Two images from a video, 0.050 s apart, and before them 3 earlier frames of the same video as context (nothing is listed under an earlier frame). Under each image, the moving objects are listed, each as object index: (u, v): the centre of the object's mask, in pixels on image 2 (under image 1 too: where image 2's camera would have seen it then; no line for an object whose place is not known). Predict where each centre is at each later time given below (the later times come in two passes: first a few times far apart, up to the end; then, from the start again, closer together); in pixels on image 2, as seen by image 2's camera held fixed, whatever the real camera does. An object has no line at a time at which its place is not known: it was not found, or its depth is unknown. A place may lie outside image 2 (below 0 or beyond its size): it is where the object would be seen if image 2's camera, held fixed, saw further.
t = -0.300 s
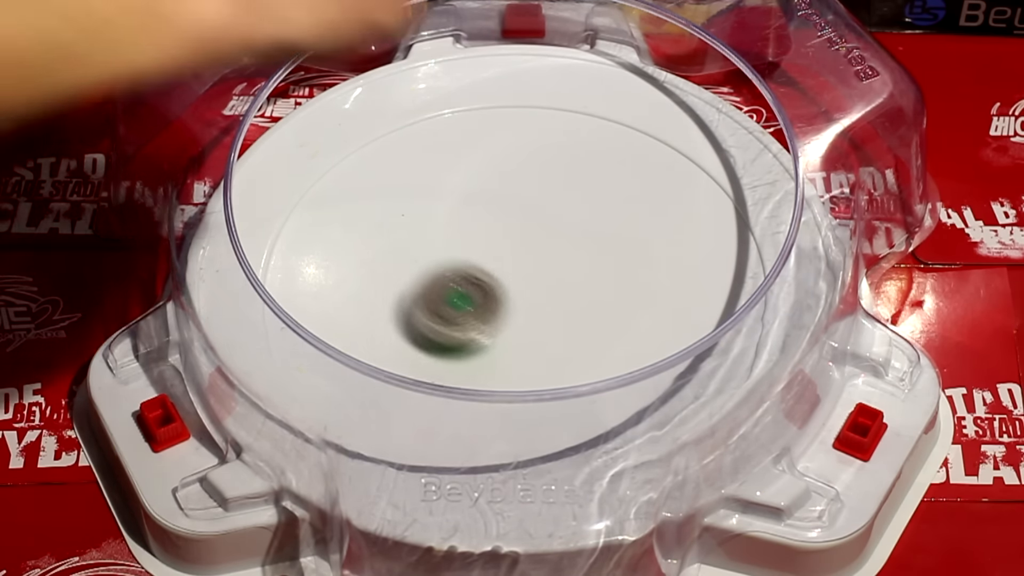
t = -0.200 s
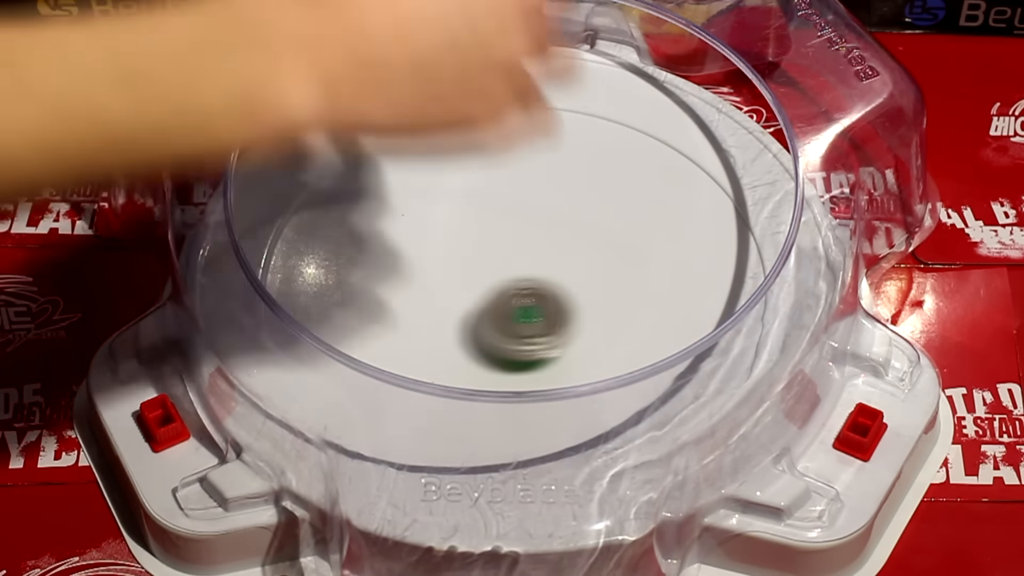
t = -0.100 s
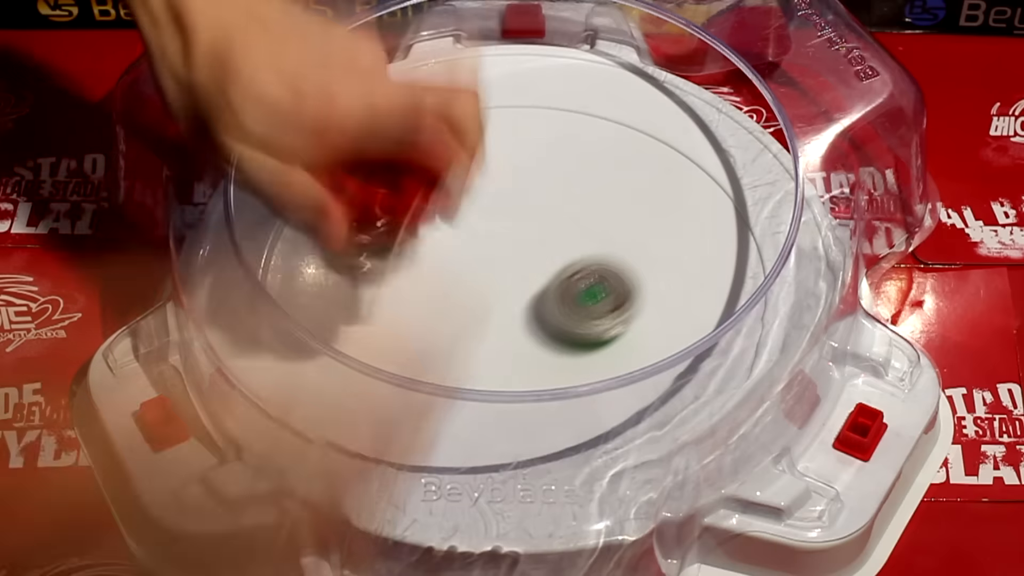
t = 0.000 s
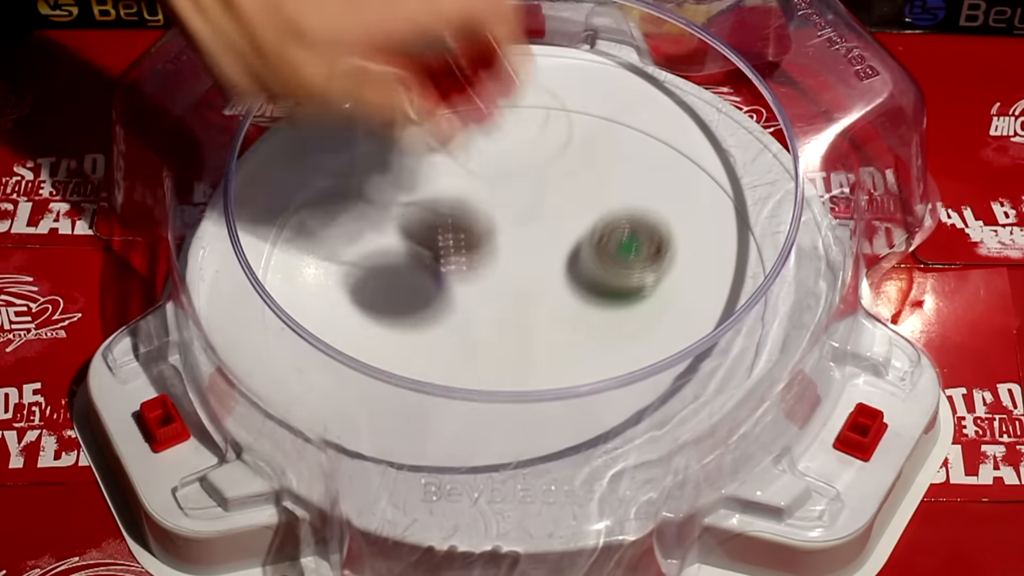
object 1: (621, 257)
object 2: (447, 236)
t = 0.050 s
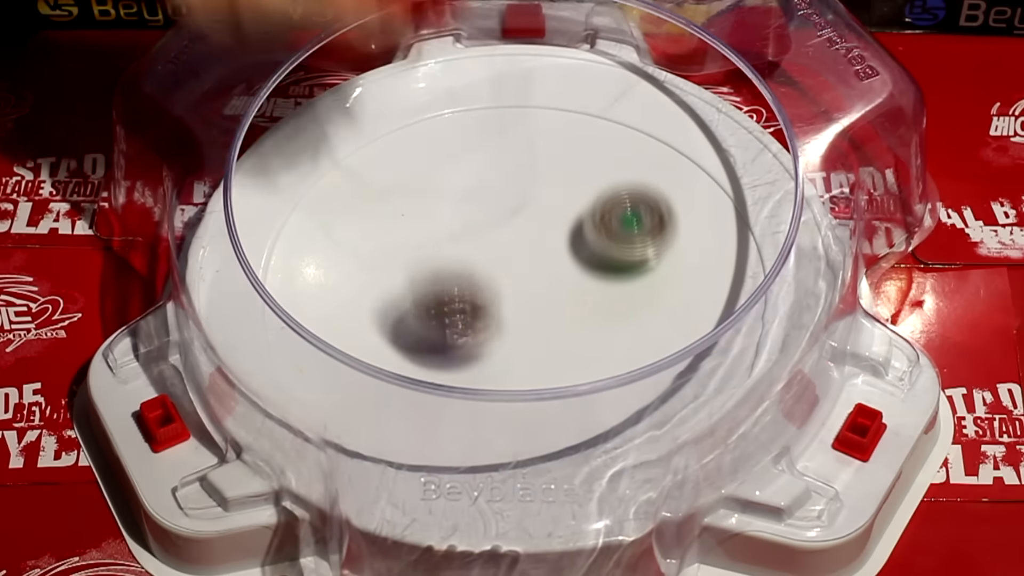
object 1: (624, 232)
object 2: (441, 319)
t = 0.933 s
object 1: (660, 314)
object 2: (467, 249)
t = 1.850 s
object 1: (584, 332)
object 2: (397, 213)
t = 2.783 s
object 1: (633, 260)
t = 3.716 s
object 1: (558, 302)
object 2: (549, 464)
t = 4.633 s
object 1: (492, 277)
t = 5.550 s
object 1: (511, 227)
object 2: (377, 425)
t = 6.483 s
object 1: (569, 218)
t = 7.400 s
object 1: (583, 282)
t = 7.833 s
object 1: (541, 303)
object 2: (727, 267)
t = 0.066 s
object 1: (623, 224)
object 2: (446, 325)
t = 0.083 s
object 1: (620, 216)
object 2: (450, 318)
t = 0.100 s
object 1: (616, 209)
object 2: (453, 312)
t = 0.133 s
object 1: (606, 197)
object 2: (463, 308)
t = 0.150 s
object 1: (599, 192)
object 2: (468, 310)
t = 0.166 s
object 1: (591, 187)
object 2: (476, 315)
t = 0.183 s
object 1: (583, 183)
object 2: (487, 319)
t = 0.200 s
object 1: (574, 180)
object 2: (493, 317)
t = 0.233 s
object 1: (555, 177)
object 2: (502, 310)
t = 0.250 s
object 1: (545, 177)
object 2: (506, 304)
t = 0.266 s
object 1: (536, 177)
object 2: (513, 300)
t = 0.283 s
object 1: (526, 177)
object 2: (518, 299)
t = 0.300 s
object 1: (517, 178)
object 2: (522, 294)
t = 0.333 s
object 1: (497, 184)
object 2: (531, 284)
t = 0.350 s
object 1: (488, 188)
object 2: (534, 282)
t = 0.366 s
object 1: (479, 193)
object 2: (538, 277)
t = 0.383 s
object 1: (469, 199)
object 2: (541, 273)
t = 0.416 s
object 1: (454, 214)
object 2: (545, 261)
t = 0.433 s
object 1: (448, 222)
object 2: (548, 258)
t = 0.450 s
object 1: (443, 230)
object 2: (550, 256)
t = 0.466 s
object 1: (439, 239)
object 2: (552, 252)
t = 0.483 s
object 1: (437, 248)
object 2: (553, 249)
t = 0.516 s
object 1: (436, 266)
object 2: (554, 243)
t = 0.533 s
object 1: (437, 276)
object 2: (554, 241)
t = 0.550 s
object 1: (439, 285)
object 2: (552, 236)
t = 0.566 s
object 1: (443, 294)
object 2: (551, 232)
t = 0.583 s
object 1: (448, 304)
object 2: (550, 232)
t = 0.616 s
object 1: (462, 321)
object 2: (548, 232)
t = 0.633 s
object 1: (470, 329)
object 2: (545, 230)
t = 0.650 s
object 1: (480, 336)
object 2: (544, 232)
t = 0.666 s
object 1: (490, 341)
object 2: (542, 233)
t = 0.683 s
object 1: (501, 346)
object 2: (539, 234)
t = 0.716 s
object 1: (523, 352)
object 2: (531, 234)
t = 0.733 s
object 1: (534, 353)
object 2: (528, 235)
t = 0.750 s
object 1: (546, 353)
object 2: (524, 238)
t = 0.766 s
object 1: (558, 353)
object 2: (517, 236)
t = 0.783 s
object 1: (570, 352)
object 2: (511, 233)
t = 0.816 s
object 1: (593, 348)
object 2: (500, 233)
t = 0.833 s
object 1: (604, 345)
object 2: (496, 237)
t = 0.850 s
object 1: (614, 341)
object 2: (493, 245)
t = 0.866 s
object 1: (625, 337)
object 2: (490, 255)
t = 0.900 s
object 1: (645, 326)
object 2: (479, 253)
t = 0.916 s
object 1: (654, 320)
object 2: (473, 250)
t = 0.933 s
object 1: (660, 314)
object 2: (467, 249)
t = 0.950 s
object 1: (666, 307)
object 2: (463, 251)
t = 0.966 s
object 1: (671, 300)
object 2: (460, 256)
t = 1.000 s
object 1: (675, 281)
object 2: (455, 274)
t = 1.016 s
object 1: (680, 272)
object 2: (455, 286)
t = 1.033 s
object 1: (680, 263)
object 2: (454, 289)
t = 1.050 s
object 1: (679, 255)
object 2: (453, 290)
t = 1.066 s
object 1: (677, 246)
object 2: (452, 293)
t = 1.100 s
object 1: (668, 231)
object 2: (452, 296)
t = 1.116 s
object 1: (664, 224)
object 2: (452, 296)
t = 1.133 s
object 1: (656, 217)
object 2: (452, 295)
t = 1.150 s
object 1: (649, 211)
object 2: (452, 293)
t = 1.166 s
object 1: (640, 205)
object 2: (453, 292)
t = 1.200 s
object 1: (622, 196)
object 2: (454, 288)
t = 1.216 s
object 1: (611, 192)
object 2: (455, 285)
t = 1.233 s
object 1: (600, 190)
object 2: (457, 283)
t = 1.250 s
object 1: (589, 188)
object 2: (458, 280)
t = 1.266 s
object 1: (575, 190)
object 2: (460, 275)
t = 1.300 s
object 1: (551, 191)
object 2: (463, 267)
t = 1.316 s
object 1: (540, 192)
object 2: (465, 262)
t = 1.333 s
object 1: (530, 193)
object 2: (464, 259)
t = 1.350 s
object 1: (525, 191)
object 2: (458, 261)
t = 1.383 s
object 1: (523, 183)
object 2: (443, 266)
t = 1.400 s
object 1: (520, 183)
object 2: (435, 268)
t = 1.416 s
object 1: (514, 189)
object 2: (428, 269)
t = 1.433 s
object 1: (509, 191)
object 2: (422, 272)
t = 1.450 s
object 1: (505, 194)
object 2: (417, 272)
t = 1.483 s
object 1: (497, 204)
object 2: (409, 274)
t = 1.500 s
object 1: (494, 210)
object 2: (405, 274)
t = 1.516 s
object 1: (491, 217)
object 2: (402, 274)
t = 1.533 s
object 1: (489, 223)
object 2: (400, 273)
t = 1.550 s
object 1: (488, 231)
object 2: (397, 273)
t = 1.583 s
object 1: (490, 247)
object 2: (390, 271)
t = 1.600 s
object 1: (492, 256)
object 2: (389, 269)
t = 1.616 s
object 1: (494, 265)
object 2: (388, 268)
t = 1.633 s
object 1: (497, 274)
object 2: (386, 265)
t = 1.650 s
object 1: (501, 282)
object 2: (385, 263)
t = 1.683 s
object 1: (511, 298)
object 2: (385, 256)
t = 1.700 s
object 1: (517, 306)
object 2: (386, 252)
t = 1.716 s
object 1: (524, 313)
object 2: (386, 248)
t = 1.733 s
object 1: (531, 318)
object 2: (387, 245)
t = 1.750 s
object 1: (539, 324)
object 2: (388, 240)
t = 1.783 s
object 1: (557, 327)
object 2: (391, 230)
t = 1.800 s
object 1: (564, 330)
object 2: (392, 226)
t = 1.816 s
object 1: (571, 332)
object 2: (394, 221)
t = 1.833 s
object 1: (578, 332)
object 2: (395, 217)
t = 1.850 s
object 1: (584, 332)
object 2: (397, 213)
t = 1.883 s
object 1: (597, 330)
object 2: (401, 205)
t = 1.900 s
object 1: (603, 327)
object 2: (403, 203)
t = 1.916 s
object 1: (609, 324)
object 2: (405, 200)
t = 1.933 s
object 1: (613, 319)
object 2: (407, 196)
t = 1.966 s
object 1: (621, 310)
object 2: (411, 193)
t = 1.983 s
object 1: (624, 305)
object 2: (413, 191)
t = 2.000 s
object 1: (626, 300)
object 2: (415, 190)
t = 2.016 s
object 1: (627, 294)
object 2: (417, 189)
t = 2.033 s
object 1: (628, 288)
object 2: (419, 189)
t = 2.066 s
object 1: (628, 275)
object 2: (423, 189)
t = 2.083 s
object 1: (627, 268)
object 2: (425, 190)
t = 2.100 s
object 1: (626, 262)
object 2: (427, 191)
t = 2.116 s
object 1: (624, 256)
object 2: (429, 192)
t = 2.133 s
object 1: (621, 250)
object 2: (432, 193)
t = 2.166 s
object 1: (612, 239)
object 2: (436, 196)
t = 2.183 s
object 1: (605, 234)
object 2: (439, 197)
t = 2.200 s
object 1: (599, 230)
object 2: (441, 199)
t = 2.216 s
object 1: (591, 227)
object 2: (444, 200)
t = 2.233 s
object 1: (582, 225)
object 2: (446, 202)
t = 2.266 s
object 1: (561, 226)
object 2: (451, 205)
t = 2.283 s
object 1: (554, 228)
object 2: (452, 205)
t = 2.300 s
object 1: (557, 233)
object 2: (443, 201)
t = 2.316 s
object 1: (563, 241)
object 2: (431, 196)
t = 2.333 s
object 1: (569, 248)
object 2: (420, 188)
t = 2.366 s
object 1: (578, 262)
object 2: (398, 175)
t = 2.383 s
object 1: (585, 266)
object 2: (387, 170)
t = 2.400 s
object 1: (589, 271)
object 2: (376, 165)
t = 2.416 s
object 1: (593, 276)
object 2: (366, 163)
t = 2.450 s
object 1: (599, 283)
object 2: (346, 165)
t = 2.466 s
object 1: (603, 285)
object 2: (339, 168)
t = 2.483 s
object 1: (606, 287)
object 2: (332, 174)
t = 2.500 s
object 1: (610, 288)
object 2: (327, 181)
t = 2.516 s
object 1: (614, 288)
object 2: (323, 191)
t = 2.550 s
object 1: (621, 289)
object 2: (319, 216)
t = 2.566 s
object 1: (624, 288)
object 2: (321, 232)
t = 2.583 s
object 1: (628, 288)
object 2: (329, 247)
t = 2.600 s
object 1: (631, 286)
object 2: (338, 264)
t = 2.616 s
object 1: (634, 285)
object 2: (349, 280)
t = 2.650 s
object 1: (639, 281)
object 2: (381, 309)
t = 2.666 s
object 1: (640, 279)
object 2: (400, 322)
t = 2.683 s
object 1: (642, 276)
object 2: (421, 333)
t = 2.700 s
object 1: (642, 273)
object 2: (442, 342)
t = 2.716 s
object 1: (642, 270)
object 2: (466, 349)
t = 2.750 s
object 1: (639, 264)
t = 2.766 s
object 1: (636, 263)
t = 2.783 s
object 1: (633, 260)
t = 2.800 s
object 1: (629, 258)
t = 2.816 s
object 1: (624, 257)
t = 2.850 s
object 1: (613, 258)
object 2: (667, 367)
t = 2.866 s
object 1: (608, 258)
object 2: (691, 361)
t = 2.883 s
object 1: (602, 259)
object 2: (709, 354)
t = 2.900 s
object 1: (594, 263)
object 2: (727, 348)
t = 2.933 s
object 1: (581, 269)
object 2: (751, 330)
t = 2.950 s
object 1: (576, 272)
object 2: (754, 316)
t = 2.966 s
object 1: (569, 277)
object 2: (756, 305)
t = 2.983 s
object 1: (564, 281)
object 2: (759, 295)
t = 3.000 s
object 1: (559, 286)
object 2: (755, 286)
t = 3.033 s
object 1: (549, 296)
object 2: (729, 265)
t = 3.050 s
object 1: (545, 302)
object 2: (722, 257)
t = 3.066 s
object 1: (542, 307)
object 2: (710, 248)
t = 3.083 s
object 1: (539, 313)
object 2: (699, 238)
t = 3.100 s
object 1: (537, 319)
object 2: (684, 225)
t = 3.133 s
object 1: (534, 330)
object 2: (652, 204)
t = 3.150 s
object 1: (534, 336)
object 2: (636, 194)
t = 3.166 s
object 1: (534, 341)
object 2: (619, 182)
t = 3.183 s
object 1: (540, 343)
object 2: (602, 170)
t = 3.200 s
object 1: (541, 346)
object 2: (586, 160)
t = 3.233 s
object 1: (547, 352)
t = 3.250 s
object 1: (550, 354)
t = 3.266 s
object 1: (554, 356)
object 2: (521, 115)
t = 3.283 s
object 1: (557, 358)
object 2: (505, 106)
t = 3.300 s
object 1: (561, 359)
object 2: (488, 99)
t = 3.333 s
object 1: (571, 368)
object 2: (455, 104)
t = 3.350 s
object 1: (577, 359)
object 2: (440, 113)
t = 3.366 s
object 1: (583, 358)
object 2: (423, 126)
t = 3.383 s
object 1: (587, 357)
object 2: (408, 140)
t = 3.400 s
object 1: (593, 355)
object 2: (394, 155)
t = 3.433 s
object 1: (600, 352)
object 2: (374, 189)
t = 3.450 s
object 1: (603, 350)
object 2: (367, 210)
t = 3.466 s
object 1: (606, 348)
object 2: (363, 231)
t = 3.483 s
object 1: (612, 343)
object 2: (361, 251)
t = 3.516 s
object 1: (615, 337)
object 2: (365, 294)
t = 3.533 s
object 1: (615, 334)
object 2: (371, 313)
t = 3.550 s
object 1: (614, 331)
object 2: (380, 327)
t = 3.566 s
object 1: (612, 327)
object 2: (387, 353)
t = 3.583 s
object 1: (610, 320)
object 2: (398, 371)
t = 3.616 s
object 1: (601, 314)
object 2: (428, 402)
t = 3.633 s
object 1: (595, 311)
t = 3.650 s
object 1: (589, 309)
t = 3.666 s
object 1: (582, 307)
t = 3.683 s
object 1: (575, 304)
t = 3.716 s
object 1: (558, 302)
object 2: (549, 464)
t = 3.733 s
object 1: (550, 301)
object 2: (567, 465)
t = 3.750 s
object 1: (542, 301)
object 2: (587, 466)
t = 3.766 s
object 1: (531, 303)
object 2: (617, 463)
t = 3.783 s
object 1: (522, 303)
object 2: (627, 464)
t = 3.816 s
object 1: (507, 305)
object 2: (671, 453)
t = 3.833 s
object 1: (499, 307)
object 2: (687, 440)
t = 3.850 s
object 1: (492, 308)
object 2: (696, 427)
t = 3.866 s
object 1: (485, 311)
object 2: (708, 412)
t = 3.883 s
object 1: (478, 313)
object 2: (727, 389)
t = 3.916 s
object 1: (466, 320)
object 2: (749, 363)
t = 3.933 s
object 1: (460, 324)
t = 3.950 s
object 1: (455, 328)
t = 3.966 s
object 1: (451, 331)
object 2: (789, 307)
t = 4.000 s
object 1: (444, 340)
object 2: (804, 264)
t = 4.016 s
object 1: (441, 343)
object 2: (801, 242)
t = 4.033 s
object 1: (441, 346)
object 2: (789, 221)
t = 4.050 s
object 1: (441, 349)
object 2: (786, 199)
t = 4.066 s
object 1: (442, 351)
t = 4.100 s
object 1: (446, 356)
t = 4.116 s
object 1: (446, 367)
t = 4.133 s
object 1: (449, 371)
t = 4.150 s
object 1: (452, 376)
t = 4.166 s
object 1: (456, 379)
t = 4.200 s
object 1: (468, 384)
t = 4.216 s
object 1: (475, 386)
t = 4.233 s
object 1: (483, 387)
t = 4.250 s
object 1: (490, 387)
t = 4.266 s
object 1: (496, 386)
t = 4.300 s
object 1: (509, 381)
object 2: (491, 143)
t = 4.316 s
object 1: (515, 377)
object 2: (465, 155)
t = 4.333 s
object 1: (521, 372)
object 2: (439, 171)
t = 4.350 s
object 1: (526, 361)
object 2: (416, 183)
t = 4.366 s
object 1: (529, 358)
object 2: (391, 201)
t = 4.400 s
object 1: (533, 352)
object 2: (351, 236)
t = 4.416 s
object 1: (534, 347)
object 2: (333, 251)
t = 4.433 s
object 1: (534, 342)
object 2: (315, 271)
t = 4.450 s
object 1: (534, 336)
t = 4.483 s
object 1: (531, 323)
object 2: (279, 331)
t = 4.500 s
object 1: (528, 317)
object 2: (275, 343)
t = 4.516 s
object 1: (525, 310)
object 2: (275, 357)
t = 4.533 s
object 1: (521, 305)
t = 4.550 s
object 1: (518, 299)
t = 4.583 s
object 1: (509, 289)
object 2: (304, 423)
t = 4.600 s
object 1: (503, 285)
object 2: (334, 434)
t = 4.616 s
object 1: (497, 281)
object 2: (359, 445)
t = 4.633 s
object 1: (492, 277)
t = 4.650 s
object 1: (488, 274)
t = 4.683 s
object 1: (477, 269)
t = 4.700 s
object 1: (471, 267)
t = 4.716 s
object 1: (465, 265)
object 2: (530, 488)
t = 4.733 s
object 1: (459, 263)
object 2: (557, 489)
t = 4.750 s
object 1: (453, 262)
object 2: (589, 491)
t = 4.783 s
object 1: (438, 260)
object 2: (634, 473)
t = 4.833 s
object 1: (420, 261)
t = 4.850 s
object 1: (415, 262)
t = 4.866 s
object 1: (411, 264)
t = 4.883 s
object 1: (406, 266)
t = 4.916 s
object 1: (399, 271)
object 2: (672, 321)
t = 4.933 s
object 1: (396, 274)
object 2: (672, 303)
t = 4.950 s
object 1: (394, 278)
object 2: (668, 283)
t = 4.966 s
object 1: (393, 281)
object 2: (664, 261)
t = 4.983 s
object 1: (392, 286)
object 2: (658, 242)
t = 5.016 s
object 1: (391, 295)
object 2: (640, 206)
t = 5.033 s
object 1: (392, 299)
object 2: (628, 188)
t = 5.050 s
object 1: (394, 303)
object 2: (615, 172)
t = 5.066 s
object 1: (398, 307)
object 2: (604, 157)
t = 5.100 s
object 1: (407, 315)
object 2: (574, 130)
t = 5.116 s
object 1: (413, 318)
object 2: (558, 119)
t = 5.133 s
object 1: (419, 319)
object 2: (541, 109)
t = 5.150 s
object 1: (425, 321)
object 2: (526, 103)
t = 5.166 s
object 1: (431, 321)
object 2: (510, 98)
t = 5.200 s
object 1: (445, 320)
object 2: (473, 88)
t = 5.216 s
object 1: (452, 318)
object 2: (456, 91)
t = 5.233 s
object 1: (459, 316)
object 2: (441, 100)
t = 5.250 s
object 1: (466, 314)
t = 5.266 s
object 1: (473, 311)
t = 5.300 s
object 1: (485, 304)
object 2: (374, 149)
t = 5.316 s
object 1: (491, 300)
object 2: (357, 166)
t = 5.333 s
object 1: (496, 296)
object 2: (340, 181)
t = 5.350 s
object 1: (500, 291)
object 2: (324, 198)
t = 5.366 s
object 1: (504, 286)
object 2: (312, 217)
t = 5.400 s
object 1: (514, 272)
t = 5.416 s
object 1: (515, 268)
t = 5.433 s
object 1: (516, 263)
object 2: (273, 299)
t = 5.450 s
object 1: (517, 257)
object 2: (270, 321)
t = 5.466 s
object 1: (517, 251)
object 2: (277, 338)
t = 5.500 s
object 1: (516, 241)
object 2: (309, 374)
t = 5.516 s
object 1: (515, 236)
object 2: (332, 392)
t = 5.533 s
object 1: (514, 229)
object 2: (355, 410)
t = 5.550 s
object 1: (511, 227)
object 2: (377, 425)
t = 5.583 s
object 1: (505, 219)
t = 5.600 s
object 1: (501, 216)
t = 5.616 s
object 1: (498, 211)
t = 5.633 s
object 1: (494, 208)
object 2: (518, 458)
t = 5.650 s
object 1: (491, 207)
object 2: (548, 458)
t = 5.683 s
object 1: (483, 206)
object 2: (603, 446)
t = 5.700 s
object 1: (480, 205)
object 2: (627, 437)
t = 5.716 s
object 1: (476, 206)
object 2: (650, 425)
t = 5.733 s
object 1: (473, 207)
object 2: (671, 411)
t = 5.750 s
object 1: (469, 210)
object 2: (694, 393)
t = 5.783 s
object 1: (463, 213)
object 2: (722, 353)
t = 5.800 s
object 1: (459, 217)
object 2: (737, 330)
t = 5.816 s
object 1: (457, 219)
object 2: (745, 305)
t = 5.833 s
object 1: (456, 222)
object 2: (748, 278)
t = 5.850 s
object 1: (455, 226)
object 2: (743, 257)
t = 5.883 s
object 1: (456, 233)
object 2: (733, 215)
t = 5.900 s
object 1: (458, 236)
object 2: (722, 195)
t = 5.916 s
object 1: (461, 239)
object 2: (709, 175)
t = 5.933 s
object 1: (463, 243)
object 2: (692, 152)
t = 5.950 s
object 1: (465, 246)
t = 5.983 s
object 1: (472, 252)
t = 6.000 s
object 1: (477, 255)
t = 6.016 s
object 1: (481, 257)
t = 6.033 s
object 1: (485, 259)
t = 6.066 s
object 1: (494, 263)
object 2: (491, 95)
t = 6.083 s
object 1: (500, 264)
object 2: (466, 97)
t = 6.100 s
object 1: (506, 266)
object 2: (443, 100)
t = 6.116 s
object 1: (512, 266)
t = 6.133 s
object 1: (518, 267)
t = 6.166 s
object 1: (530, 266)
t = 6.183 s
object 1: (536, 265)
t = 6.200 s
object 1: (542, 263)
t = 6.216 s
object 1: (548, 261)
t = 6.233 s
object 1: (553, 259)
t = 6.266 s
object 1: (563, 254)
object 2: (289, 217)
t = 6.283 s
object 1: (567, 250)
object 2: (286, 233)
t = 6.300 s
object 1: (570, 247)
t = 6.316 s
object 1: (573, 243)
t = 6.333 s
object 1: (575, 240)
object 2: (282, 284)
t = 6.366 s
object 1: (578, 233)
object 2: (292, 320)
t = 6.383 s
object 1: (578, 229)
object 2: (301, 336)
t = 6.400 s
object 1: (577, 227)
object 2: (313, 351)
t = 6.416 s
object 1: (576, 224)
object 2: (330, 369)
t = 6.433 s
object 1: (574, 221)
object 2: (348, 384)
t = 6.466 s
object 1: (571, 218)
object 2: (388, 409)
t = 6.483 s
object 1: (569, 218)
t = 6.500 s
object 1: (567, 217)
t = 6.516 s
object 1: (565, 218)
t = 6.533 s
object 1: (563, 218)
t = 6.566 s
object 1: (559, 221)
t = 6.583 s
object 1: (557, 222)
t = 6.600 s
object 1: (555, 224)
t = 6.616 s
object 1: (553, 226)
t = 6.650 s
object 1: (550, 230)
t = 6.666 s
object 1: (548, 233)
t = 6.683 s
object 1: (548, 234)
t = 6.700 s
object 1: (546, 237)
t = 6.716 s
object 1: (545, 239)
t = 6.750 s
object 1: (543, 245)
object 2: (746, 314)
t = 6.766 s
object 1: (544, 246)
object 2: (747, 295)
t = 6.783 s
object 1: (544, 247)
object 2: (745, 278)
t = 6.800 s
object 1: (544, 250)
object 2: (733, 261)
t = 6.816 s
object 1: (544, 252)
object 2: (733, 245)
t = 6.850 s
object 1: (546, 257)
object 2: (717, 209)
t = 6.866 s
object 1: (548, 260)
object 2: (708, 191)
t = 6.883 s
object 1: (550, 264)
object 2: (697, 174)
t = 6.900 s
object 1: (553, 268)
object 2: (683, 158)
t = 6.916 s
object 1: (555, 272)
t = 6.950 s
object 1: (562, 278)
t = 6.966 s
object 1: (564, 281)
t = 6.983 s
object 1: (567, 283)
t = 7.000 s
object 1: (569, 285)
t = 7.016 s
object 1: (573, 287)
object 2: (542, 101)
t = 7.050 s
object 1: (579, 288)
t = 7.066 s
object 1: (583, 288)
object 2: (472, 100)
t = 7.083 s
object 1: (586, 288)
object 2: (450, 103)
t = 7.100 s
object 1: (588, 288)
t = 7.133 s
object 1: (592, 287)
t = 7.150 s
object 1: (593, 287)
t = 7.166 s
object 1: (594, 287)
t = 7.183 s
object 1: (593, 287)
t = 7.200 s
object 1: (593, 286)
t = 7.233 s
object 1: (593, 285)
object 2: (311, 192)
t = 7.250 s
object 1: (593, 284)
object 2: (305, 206)
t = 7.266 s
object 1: (593, 284)
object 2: (301, 225)
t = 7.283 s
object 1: (592, 284)
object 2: (299, 242)
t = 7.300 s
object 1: (591, 283)
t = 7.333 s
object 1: (589, 282)
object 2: (303, 300)
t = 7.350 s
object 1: (588, 283)
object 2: (308, 322)
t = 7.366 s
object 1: (587, 282)
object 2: (318, 339)
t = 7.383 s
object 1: (584, 282)
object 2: (330, 358)
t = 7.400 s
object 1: (583, 282)
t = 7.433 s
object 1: (579, 282)
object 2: (376, 403)
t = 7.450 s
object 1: (578, 282)
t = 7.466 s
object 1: (576, 282)
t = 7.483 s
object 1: (574, 282)
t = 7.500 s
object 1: (573, 283)
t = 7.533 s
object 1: (569, 284)
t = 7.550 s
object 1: (568, 284)
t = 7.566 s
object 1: (566, 285)
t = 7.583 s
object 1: (564, 286)
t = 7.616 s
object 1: (560, 288)
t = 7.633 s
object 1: (559, 288)
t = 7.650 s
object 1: (557, 289)
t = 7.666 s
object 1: (556, 289)
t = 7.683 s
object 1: (554, 290)
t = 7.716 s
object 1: (552, 291)
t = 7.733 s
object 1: (550, 292)
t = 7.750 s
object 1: (550, 293)
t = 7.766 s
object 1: (548, 294)
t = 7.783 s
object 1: (547, 296)
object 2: (729, 315)
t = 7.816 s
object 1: (543, 300)
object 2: (729, 282)
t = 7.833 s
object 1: (541, 303)
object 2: (727, 267)
